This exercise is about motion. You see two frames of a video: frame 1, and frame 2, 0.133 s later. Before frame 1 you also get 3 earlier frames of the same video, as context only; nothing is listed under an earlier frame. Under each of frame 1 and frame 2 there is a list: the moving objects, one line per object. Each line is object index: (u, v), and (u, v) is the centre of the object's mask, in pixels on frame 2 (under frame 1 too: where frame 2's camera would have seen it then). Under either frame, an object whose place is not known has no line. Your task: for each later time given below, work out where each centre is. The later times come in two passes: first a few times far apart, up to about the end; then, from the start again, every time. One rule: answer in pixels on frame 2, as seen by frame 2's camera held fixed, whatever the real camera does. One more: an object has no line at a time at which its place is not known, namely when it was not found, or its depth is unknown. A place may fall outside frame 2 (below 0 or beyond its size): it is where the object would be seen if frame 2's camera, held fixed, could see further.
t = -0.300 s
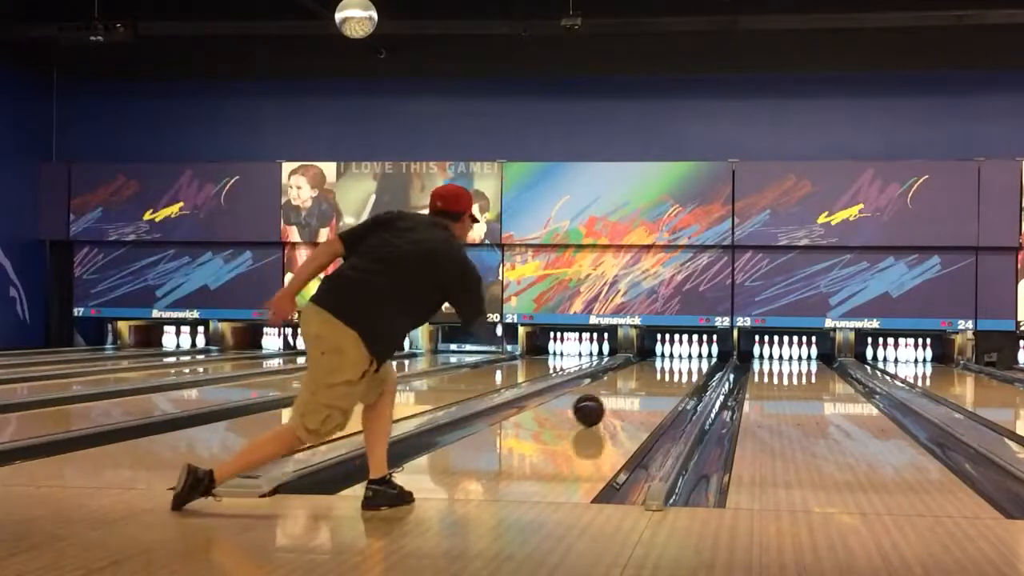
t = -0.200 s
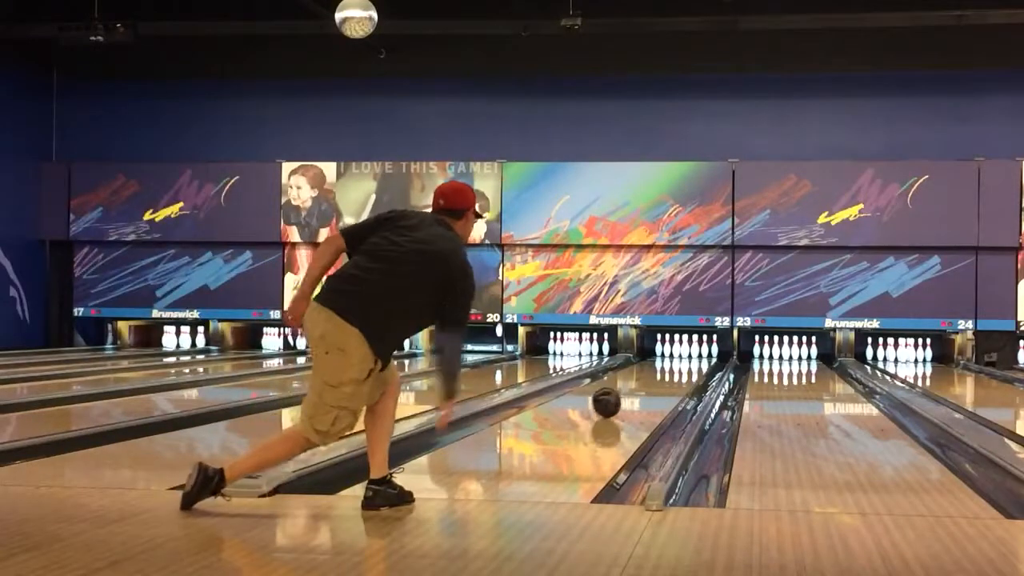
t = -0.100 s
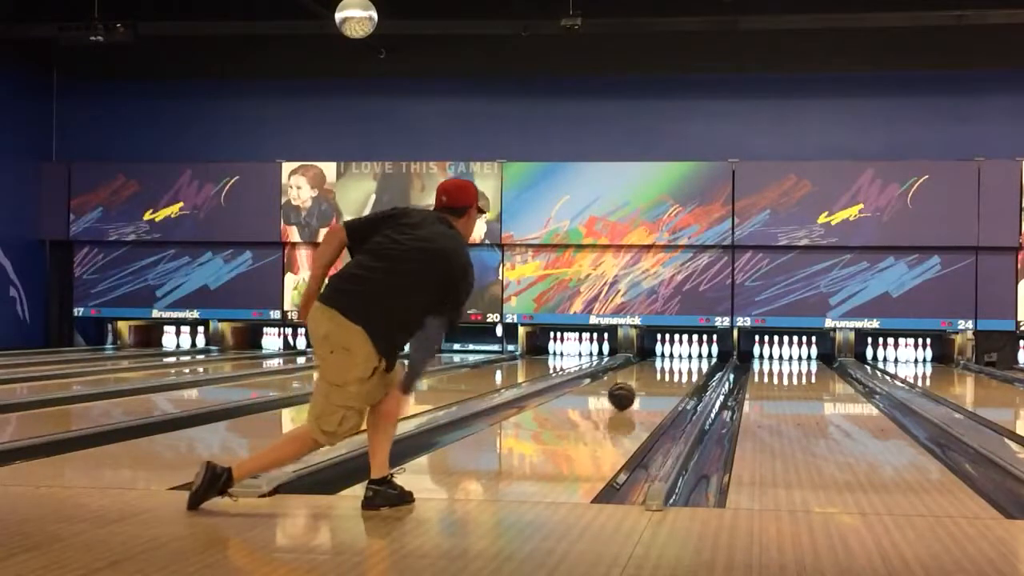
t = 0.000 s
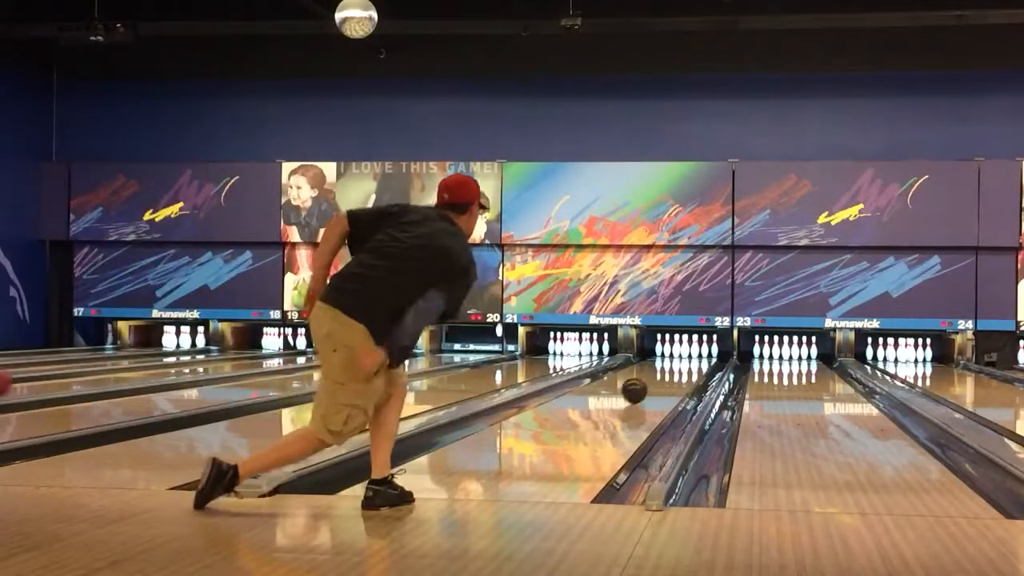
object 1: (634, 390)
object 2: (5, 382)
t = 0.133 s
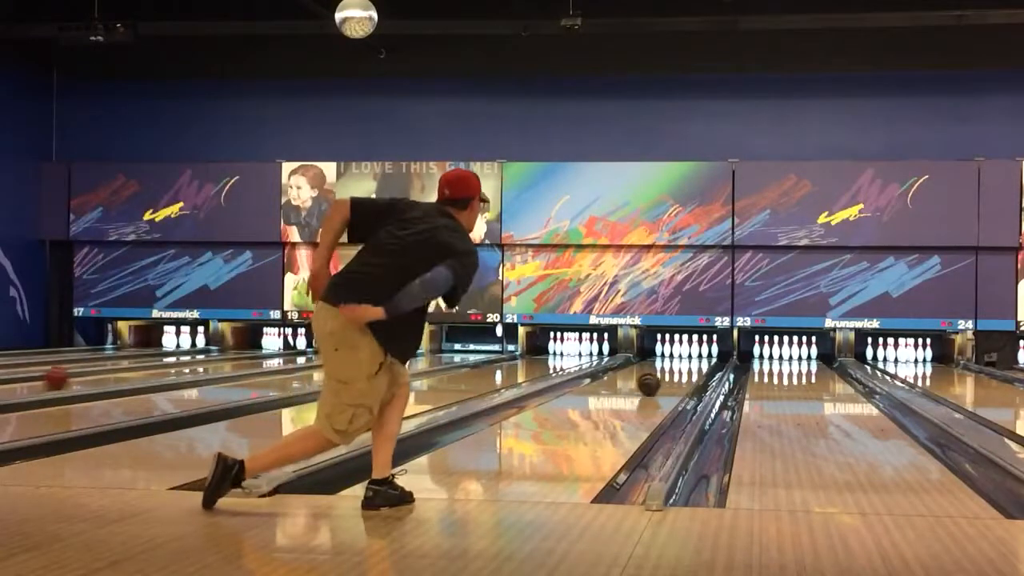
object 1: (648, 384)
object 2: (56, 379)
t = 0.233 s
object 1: (657, 380)
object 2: (92, 375)
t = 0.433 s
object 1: (672, 373)
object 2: (155, 369)
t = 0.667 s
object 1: (683, 366)
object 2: (214, 363)
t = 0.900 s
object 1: (691, 361)
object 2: (260, 359)
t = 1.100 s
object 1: (692, 357)
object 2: (291, 357)
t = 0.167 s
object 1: (652, 383)
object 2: (68, 377)
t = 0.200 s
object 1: (654, 381)
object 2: (81, 376)
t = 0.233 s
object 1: (657, 380)
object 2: (92, 375)
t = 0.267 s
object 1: (661, 379)
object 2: (104, 373)
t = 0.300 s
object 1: (663, 377)
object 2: (115, 372)
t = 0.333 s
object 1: (665, 376)
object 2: (126, 371)
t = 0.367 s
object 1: (668, 375)
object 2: (137, 370)
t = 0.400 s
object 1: (670, 374)
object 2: (146, 369)
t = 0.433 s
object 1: (672, 373)
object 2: (155, 369)
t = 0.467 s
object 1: (673, 372)
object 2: (164, 368)
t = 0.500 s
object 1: (675, 371)
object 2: (174, 367)
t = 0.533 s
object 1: (678, 370)
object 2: (183, 367)
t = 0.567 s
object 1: (679, 368)
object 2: (191, 366)
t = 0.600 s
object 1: (681, 367)
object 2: (199, 365)
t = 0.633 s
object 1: (682, 367)
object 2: (208, 364)
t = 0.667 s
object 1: (683, 366)
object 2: (214, 363)
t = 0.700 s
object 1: (685, 365)
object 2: (221, 363)
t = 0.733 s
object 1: (686, 364)
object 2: (228, 362)
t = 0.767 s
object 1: (687, 364)
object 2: (235, 361)
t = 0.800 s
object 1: (688, 363)
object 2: (242, 361)
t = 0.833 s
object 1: (689, 362)
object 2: (247, 360)
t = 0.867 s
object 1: (690, 361)
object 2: (254, 360)
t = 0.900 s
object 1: (691, 361)
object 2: (260, 359)
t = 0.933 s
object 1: (691, 360)
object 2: (265, 359)
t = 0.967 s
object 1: (692, 360)
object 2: (272, 358)
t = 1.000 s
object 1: (692, 359)
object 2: (277, 358)
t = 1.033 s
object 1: (693, 358)
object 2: (283, 357)
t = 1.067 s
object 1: (693, 358)
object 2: (288, 357)
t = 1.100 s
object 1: (692, 357)
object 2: (291, 357)
